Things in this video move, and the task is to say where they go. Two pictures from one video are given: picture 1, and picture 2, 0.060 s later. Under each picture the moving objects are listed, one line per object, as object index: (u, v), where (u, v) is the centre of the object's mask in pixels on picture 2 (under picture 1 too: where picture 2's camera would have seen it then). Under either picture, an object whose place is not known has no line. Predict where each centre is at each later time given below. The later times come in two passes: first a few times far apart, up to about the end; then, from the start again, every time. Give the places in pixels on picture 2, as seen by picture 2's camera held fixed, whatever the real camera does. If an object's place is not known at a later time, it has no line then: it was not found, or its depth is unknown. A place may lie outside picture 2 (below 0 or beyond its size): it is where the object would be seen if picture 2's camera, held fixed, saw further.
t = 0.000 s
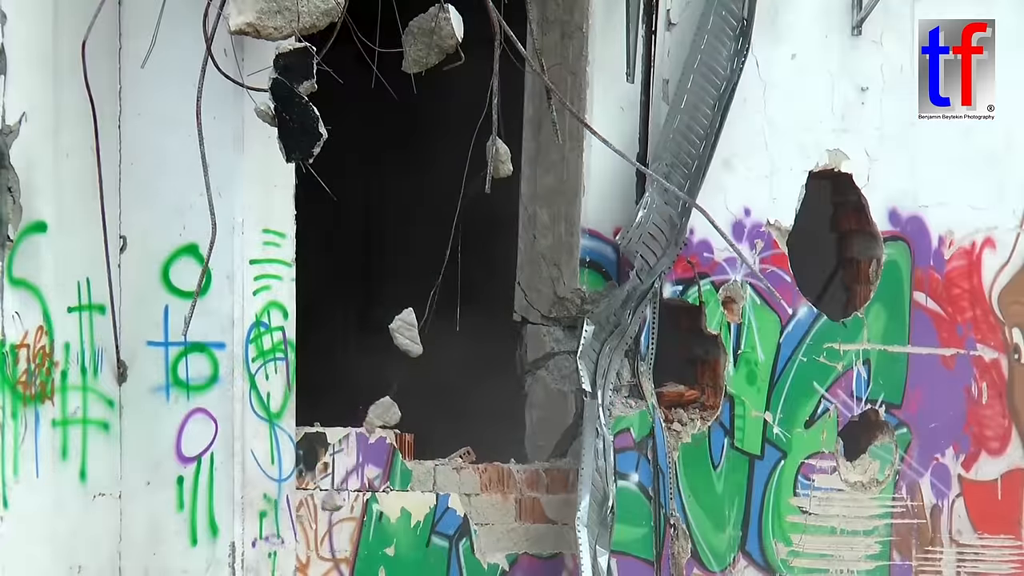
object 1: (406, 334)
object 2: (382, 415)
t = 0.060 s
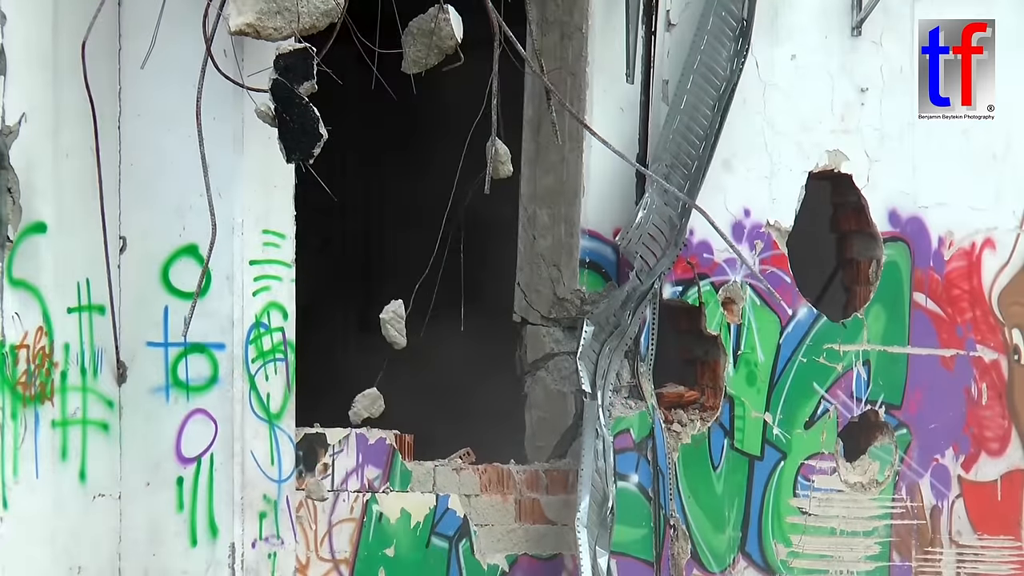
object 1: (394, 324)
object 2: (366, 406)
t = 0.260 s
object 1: (356, 304)
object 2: (342, 385)
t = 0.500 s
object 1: (354, 318)
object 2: (350, 398)
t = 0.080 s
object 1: (390, 321)
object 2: (361, 403)
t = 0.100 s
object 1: (387, 318)
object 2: (357, 400)
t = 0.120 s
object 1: (383, 315)
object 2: (353, 397)
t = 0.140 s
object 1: (379, 314)
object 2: (349, 394)
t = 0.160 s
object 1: (374, 311)
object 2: (347, 392)
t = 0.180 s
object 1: (370, 310)
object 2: (345, 390)
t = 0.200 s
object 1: (366, 307)
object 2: (344, 389)
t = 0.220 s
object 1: (362, 306)
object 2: (343, 387)
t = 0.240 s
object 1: (359, 305)
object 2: (343, 386)
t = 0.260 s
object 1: (356, 304)
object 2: (342, 385)
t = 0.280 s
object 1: (353, 304)
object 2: (341, 384)
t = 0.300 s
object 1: (351, 304)
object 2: (340, 384)
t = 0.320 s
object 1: (349, 304)
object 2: (340, 383)
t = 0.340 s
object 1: (348, 304)
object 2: (339, 383)
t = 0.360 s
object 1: (347, 305)
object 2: (339, 384)
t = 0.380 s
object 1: (347, 306)
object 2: (339, 385)
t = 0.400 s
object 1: (347, 308)
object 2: (340, 386)
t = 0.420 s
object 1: (347, 309)
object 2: (341, 388)
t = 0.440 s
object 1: (348, 311)
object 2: (343, 391)
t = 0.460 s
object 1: (349, 313)
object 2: (346, 393)
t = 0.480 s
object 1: (351, 316)
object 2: (348, 395)
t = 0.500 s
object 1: (354, 318)
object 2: (350, 398)
